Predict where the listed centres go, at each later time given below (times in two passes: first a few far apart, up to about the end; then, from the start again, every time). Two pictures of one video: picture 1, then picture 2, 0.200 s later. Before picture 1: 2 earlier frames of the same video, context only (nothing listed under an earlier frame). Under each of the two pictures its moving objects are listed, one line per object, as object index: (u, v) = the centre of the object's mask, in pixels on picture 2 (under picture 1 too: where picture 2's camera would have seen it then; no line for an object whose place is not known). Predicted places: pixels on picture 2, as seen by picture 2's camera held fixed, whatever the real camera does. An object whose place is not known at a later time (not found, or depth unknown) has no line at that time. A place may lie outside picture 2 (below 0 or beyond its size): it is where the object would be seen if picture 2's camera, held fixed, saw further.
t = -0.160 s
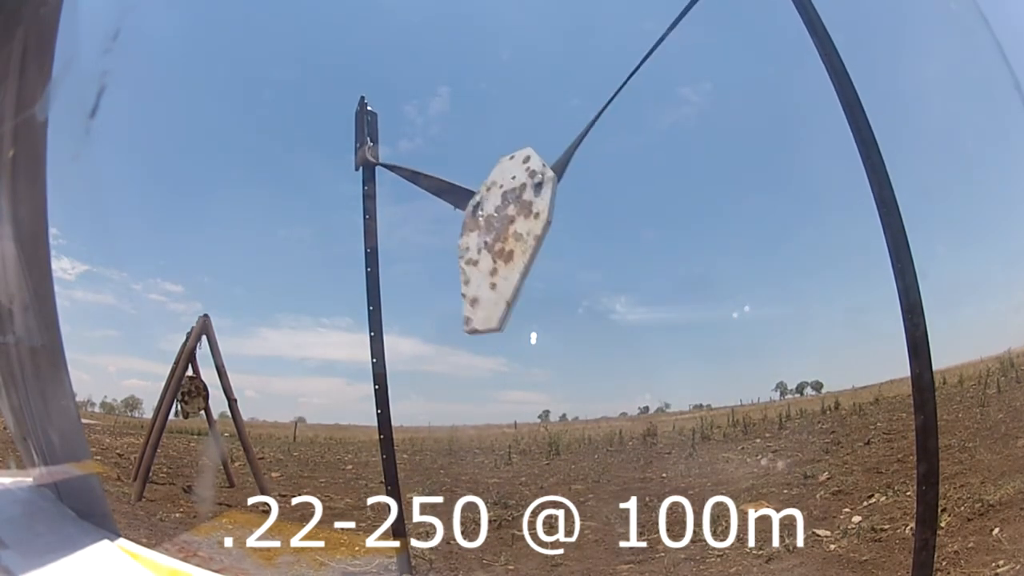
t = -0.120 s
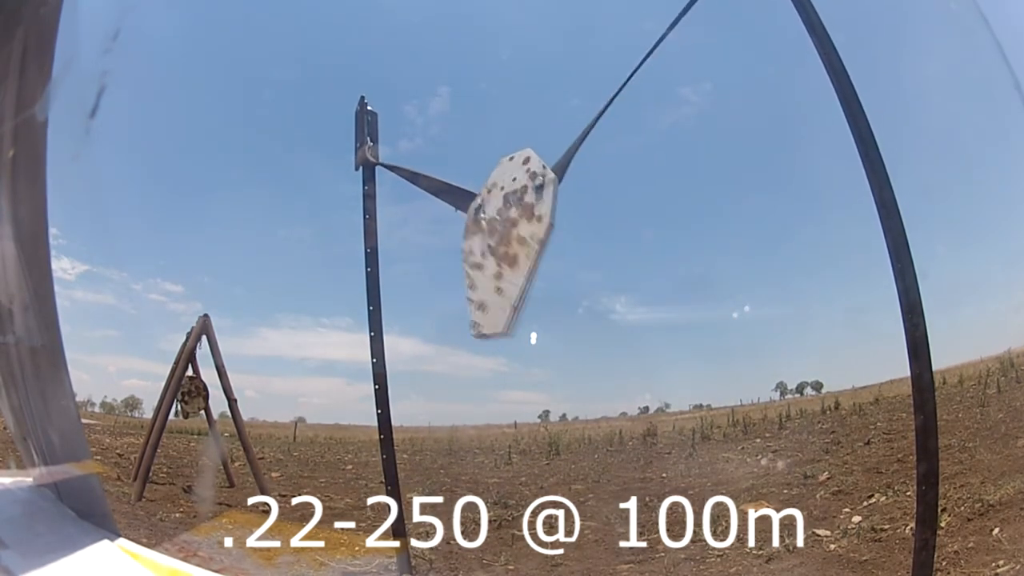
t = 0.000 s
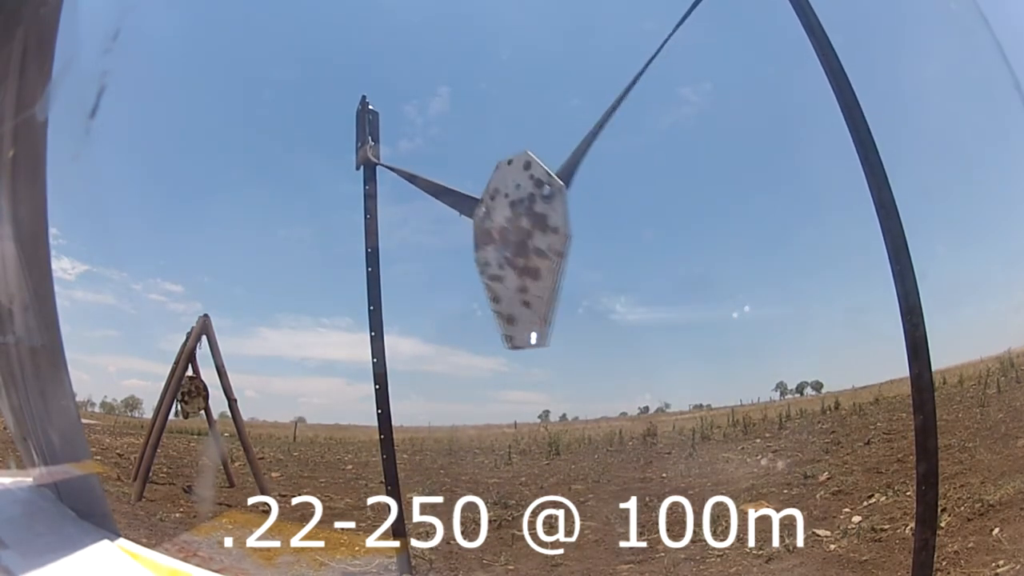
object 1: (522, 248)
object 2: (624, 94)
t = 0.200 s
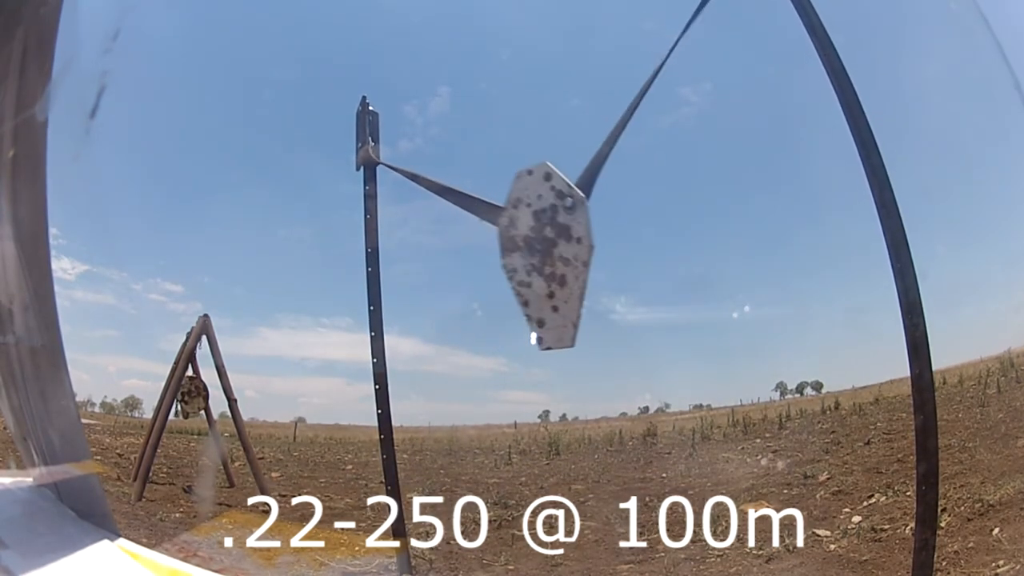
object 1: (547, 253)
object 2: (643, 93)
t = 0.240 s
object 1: (550, 253)
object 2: (646, 92)
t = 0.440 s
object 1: (557, 256)
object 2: (639, 111)
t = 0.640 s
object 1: (546, 251)
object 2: (631, 108)
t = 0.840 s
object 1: (521, 250)
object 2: (631, 92)
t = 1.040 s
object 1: (505, 236)
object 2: (619, 82)
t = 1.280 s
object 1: (511, 244)
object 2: (629, 85)
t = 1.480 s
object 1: (537, 251)
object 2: (630, 101)
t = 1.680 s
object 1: (551, 254)
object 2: (637, 106)
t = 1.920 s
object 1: (553, 254)
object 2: (639, 108)
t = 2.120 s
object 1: (532, 250)
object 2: (630, 97)
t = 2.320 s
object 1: (512, 243)
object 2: (629, 86)
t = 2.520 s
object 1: (504, 239)
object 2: (620, 83)
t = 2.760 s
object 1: (526, 249)
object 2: (628, 97)
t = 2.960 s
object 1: (545, 253)
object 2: (633, 105)
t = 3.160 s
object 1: (554, 253)
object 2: (643, 100)
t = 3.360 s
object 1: (544, 254)
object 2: (635, 107)
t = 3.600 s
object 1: (521, 246)
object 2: (623, 98)
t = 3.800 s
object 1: (506, 240)
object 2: (627, 81)
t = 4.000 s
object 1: (514, 243)
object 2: (624, 89)
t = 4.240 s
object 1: (537, 252)
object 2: (637, 92)
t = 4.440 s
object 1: (550, 254)
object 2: (638, 105)
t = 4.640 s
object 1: (550, 254)
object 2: (635, 108)
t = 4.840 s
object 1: (534, 251)
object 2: (630, 102)
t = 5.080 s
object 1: (513, 243)
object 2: (625, 88)
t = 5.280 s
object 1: (509, 241)
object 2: (627, 81)
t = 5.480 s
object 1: (525, 248)
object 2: (631, 91)
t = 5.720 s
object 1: (544, 252)
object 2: (636, 102)
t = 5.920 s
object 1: (551, 254)
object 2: (644, 98)
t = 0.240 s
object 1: (550, 253)
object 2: (646, 92)
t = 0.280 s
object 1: (553, 253)
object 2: (644, 101)
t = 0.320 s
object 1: (555, 254)
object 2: (643, 105)
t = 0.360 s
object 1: (556, 255)
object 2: (642, 109)
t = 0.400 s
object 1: (557, 256)
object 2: (641, 110)
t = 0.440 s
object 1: (557, 256)
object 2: (639, 111)
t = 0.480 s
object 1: (557, 255)
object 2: (639, 110)
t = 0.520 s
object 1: (555, 254)
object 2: (637, 110)
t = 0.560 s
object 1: (553, 253)
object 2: (635, 109)
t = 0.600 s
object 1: (550, 252)
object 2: (632, 111)
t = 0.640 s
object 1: (546, 251)
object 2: (631, 108)
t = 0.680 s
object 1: (542, 251)
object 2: (637, 96)
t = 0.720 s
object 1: (537, 251)
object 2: (637, 94)
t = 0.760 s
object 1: (532, 251)
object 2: (632, 98)
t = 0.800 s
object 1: (526, 250)
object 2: (634, 92)
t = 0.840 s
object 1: (521, 250)
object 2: (631, 92)
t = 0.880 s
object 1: (516, 248)
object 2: (627, 93)
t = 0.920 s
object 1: (512, 245)
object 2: (626, 88)
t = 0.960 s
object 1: (509, 242)
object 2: (624, 85)
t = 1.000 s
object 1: (507, 238)
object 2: (623, 82)
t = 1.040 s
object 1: (505, 236)
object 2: (619, 82)
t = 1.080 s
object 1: (503, 235)
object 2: (622, 75)
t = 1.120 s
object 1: (502, 236)
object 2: (622, 75)
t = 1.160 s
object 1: (503, 237)
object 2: (624, 75)
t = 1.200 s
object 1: (504, 238)
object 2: (625, 78)
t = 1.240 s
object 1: (507, 241)
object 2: (623, 87)
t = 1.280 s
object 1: (511, 244)
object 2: (629, 85)
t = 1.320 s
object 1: (516, 247)
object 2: (630, 89)
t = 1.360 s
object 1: (521, 249)
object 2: (627, 97)
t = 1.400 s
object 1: (527, 251)
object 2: (628, 99)
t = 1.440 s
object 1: (532, 251)
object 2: (629, 100)
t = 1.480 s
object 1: (537, 251)
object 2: (630, 101)
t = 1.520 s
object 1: (540, 251)
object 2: (630, 103)
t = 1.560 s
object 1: (543, 251)
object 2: (630, 105)
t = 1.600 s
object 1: (546, 252)
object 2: (637, 98)
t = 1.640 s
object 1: (549, 253)
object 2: (640, 97)
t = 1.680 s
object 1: (551, 254)
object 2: (637, 106)
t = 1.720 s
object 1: (554, 254)
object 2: (646, 96)
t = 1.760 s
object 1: (555, 255)
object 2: (640, 108)
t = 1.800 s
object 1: (556, 255)
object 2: (641, 109)
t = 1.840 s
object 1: (556, 255)
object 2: (641, 109)
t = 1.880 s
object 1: (555, 255)
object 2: (640, 110)
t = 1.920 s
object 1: (553, 254)
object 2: (639, 108)
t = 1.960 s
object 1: (549, 253)
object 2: (636, 109)
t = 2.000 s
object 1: (545, 253)
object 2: (633, 107)
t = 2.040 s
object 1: (541, 251)
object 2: (630, 105)
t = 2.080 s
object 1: (536, 251)
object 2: (632, 96)
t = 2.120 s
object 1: (532, 250)
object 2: (630, 97)
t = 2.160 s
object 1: (528, 249)
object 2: (629, 95)
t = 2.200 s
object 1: (524, 248)
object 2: (629, 92)
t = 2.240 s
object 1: (520, 247)
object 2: (629, 91)
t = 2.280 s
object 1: (516, 245)
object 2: (629, 88)
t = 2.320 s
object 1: (512, 243)
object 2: (629, 86)
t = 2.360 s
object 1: (509, 241)
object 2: (628, 84)
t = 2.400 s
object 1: (506, 240)
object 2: (627, 82)
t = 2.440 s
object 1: (504, 239)
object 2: (622, 85)
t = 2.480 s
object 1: (504, 239)
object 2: (621, 83)
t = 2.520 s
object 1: (504, 239)
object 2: (620, 83)
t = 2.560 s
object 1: (506, 239)
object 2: (620, 84)
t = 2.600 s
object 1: (509, 240)
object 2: (625, 80)
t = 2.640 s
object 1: (513, 242)
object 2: (621, 89)
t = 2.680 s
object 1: (517, 244)
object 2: (628, 86)
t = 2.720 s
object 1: (522, 246)
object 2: (630, 89)
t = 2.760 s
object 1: (526, 249)
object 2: (628, 97)
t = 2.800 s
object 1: (530, 251)
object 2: (630, 100)
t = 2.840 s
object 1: (534, 253)
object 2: (631, 103)
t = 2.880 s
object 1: (538, 253)
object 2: (632, 104)
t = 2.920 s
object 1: (541, 254)
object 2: (633, 105)
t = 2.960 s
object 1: (545, 253)
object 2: (633, 105)
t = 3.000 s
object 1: (547, 253)
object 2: (634, 106)
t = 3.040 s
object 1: (550, 252)
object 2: (635, 107)
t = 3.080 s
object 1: (552, 252)
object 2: (635, 108)
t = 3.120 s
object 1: (554, 253)
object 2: (642, 99)
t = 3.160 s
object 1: (554, 253)
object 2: (643, 100)
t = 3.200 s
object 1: (554, 254)
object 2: (643, 100)
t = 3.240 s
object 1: (552, 255)
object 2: (637, 109)
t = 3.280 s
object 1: (550, 255)
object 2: (642, 102)
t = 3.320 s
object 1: (547, 255)
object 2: (637, 108)
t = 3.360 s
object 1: (544, 254)
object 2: (635, 107)
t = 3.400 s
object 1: (541, 253)
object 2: (640, 95)
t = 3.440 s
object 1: (538, 251)
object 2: (639, 92)
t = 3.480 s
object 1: (534, 250)
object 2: (630, 100)
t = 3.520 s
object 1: (530, 249)
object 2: (628, 98)
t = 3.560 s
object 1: (526, 247)
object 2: (625, 99)
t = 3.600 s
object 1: (521, 246)
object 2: (623, 98)
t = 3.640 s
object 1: (517, 245)
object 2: (622, 95)
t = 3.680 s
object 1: (514, 244)
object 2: (621, 93)
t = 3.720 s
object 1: (511, 243)
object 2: (621, 90)
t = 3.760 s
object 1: (508, 241)
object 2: (625, 83)
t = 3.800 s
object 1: (506, 240)
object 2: (627, 81)
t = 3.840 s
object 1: (506, 239)
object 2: (623, 85)
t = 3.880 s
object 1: (507, 239)
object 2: (627, 81)
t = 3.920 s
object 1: (508, 240)
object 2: (625, 83)
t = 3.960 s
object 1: (511, 241)
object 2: (624, 85)
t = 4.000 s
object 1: (514, 243)
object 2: (624, 89)
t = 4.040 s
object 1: (517, 245)
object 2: (623, 93)
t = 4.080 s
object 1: (521, 247)
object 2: (623, 98)
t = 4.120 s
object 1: (525, 249)
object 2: (628, 94)
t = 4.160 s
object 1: (529, 250)
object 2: (626, 100)
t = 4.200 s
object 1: (533, 251)
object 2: (628, 101)
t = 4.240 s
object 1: (537, 252)
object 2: (637, 92)
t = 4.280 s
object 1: (540, 252)
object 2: (640, 93)
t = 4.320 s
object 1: (544, 252)
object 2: (636, 102)
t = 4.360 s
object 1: (546, 253)
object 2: (637, 103)
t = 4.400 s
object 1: (549, 253)
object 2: (637, 104)
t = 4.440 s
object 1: (550, 254)
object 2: (638, 105)
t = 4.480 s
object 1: (552, 254)
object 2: (638, 107)
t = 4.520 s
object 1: (552, 255)
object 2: (637, 109)
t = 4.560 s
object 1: (552, 255)
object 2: (643, 100)
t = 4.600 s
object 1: (551, 254)
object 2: (637, 108)
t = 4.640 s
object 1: (550, 254)
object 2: (635, 108)
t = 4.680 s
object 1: (548, 253)
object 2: (640, 98)
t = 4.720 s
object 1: (545, 252)
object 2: (640, 96)
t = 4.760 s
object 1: (541, 252)
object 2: (639, 95)
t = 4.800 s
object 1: (538, 251)
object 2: (632, 102)
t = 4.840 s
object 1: (534, 251)
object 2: (630, 102)
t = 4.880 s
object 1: (530, 250)
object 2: (628, 101)
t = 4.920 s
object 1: (526, 249)
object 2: (631, 93)
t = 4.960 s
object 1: (522, 248)
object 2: (625, 98)
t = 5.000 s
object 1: (519, 247)
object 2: (628, 91)
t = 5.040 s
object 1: (516, 245)
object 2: (626, 89)
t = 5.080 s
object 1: (513, 243)
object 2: (625, 88)
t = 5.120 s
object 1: (511, 241)
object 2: (622, 88)
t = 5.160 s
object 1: (510, 240)
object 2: (623, 85)
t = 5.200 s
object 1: (509, 239)
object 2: (628, 78)
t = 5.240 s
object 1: (508, 240)
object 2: (627, 79)
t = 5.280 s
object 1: (509, 241)
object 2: (627, 81)
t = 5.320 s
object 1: (511, 243)
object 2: (623, 88)
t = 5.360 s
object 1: (514, 244)
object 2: (628, 86)
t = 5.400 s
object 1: (517, 246)
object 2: (629, 88)
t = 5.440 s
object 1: (521, 247)
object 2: (625, 96)
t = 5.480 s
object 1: (525, 248)
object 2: (631, 91)
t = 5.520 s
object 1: (529, 249)
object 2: (628, 98)
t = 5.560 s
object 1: (533, 250)
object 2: (629, 99)
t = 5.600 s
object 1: (536, 250)
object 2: (631, 99)
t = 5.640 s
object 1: (539, 251)
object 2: (636, 94)
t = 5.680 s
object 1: (542, 252)
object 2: (638, 95)
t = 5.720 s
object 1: (544, 252)
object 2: (636, 102)
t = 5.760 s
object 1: (547, 254)
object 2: (635, 106)
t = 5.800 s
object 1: (549, 254)
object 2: (636, 108)
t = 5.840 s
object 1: (550, 255)
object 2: (636, 109)
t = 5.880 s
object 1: (551, 254)
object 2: (636, 110)
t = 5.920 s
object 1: (551, 254)
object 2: (644, 98)
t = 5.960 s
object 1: (551, 254)
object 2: (637, 108)
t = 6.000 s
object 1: (549, 253)
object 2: (643, 96)
